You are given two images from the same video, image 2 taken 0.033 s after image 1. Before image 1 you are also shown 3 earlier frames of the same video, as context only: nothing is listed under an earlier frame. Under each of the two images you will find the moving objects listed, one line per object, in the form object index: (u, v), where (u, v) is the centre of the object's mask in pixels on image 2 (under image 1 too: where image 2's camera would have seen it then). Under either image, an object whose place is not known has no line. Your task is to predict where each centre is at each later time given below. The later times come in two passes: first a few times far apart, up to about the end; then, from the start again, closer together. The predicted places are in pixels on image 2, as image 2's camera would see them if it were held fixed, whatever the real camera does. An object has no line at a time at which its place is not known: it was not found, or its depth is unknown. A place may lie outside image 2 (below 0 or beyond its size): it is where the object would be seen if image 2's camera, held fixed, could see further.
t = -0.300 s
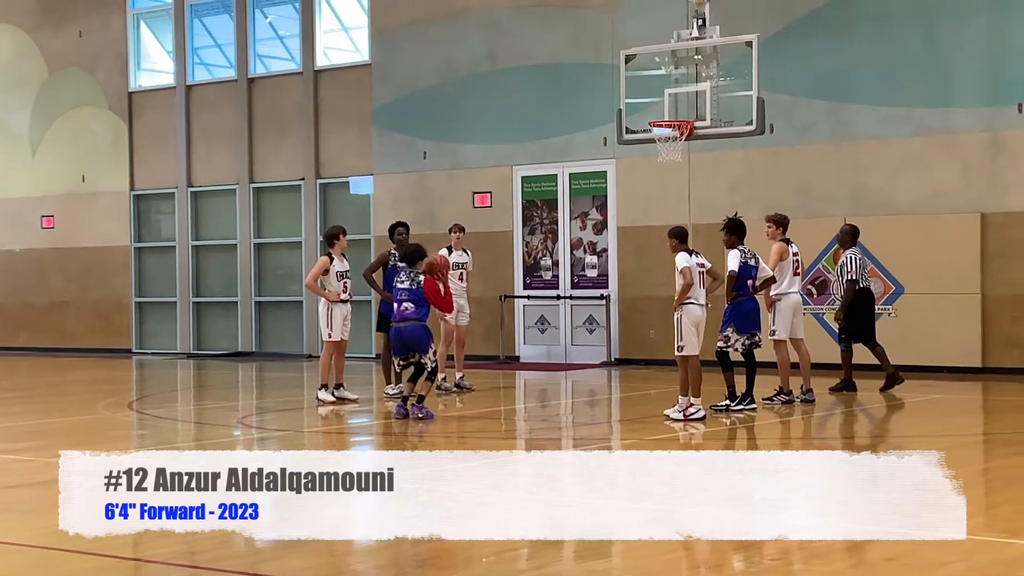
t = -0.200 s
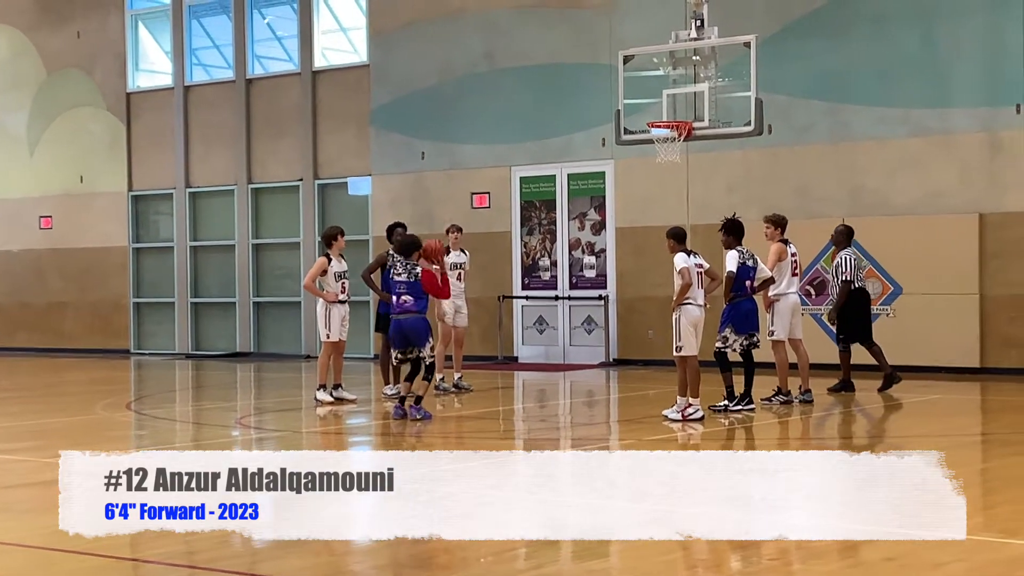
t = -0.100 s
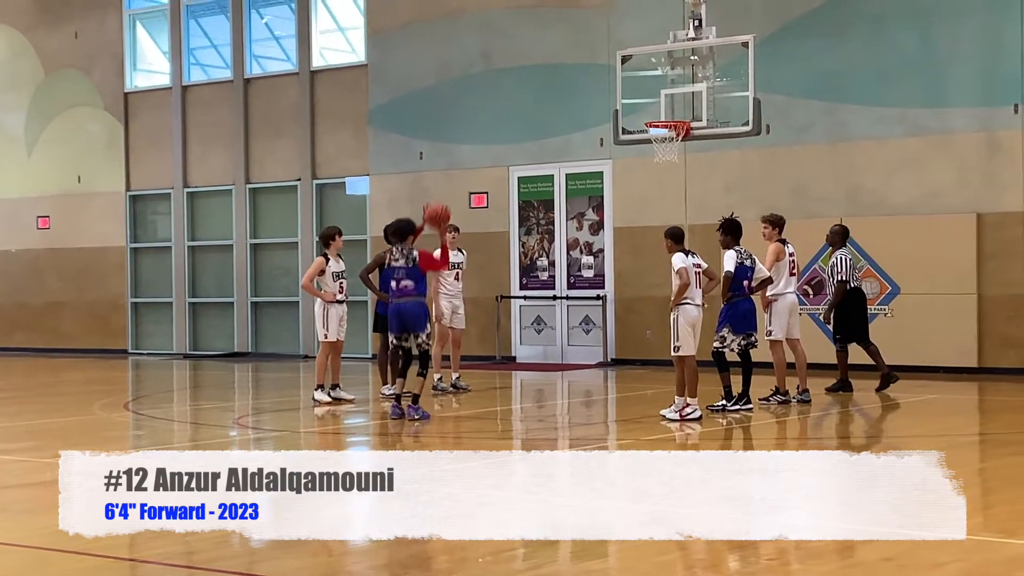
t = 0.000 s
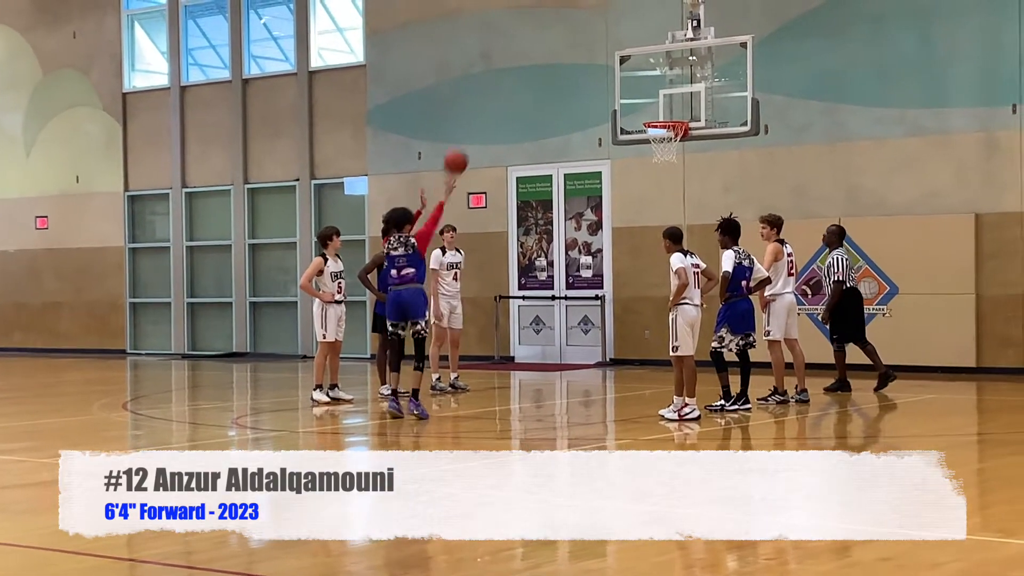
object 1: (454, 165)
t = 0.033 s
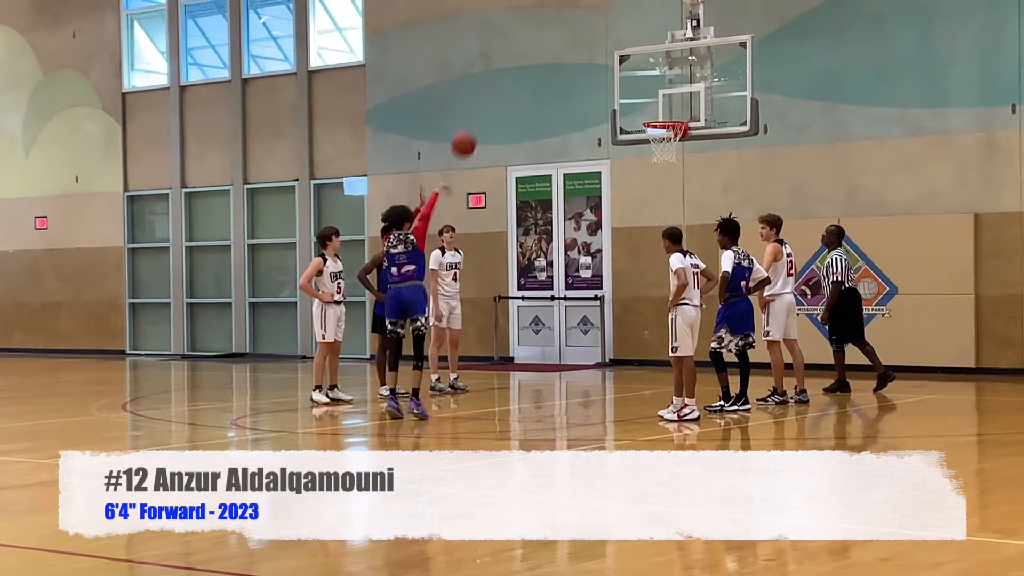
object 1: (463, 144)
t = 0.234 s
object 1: (514, 69)
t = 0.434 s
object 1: (560, 35)
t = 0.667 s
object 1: (607, 46)
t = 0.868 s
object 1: (644, 89)
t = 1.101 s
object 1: (675, 150)
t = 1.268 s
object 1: (688, 180)
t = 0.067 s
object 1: (473, 130)
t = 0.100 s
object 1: (480, 116)
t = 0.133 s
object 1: (488, 102)
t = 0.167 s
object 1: (497, 89)
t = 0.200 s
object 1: (505, 79)
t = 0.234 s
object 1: (514, 69)
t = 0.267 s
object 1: (521, 59)
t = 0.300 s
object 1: (530, 52)
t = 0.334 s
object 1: (538, 46)
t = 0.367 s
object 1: (545, 42)
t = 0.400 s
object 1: (553, 39)
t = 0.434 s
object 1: (560, 35)
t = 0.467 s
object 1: (567, 33)
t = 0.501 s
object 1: (574, 33)
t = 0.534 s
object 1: (581, 33)
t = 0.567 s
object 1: (588, 34)
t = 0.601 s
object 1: (594, 37)
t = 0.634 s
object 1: (601, 40)
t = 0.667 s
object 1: (607, 46)
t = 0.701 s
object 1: (613, 50)
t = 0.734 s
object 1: (620, 56)
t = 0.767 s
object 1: (626, 64)
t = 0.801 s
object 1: (632, 71)
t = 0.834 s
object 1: (637, 79)
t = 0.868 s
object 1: (644, 89)
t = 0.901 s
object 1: (648, 100)
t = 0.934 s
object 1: (654, 111)
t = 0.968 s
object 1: (661, 119)
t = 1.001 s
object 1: (665, 134)
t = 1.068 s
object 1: (672, 146)
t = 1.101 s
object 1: (675, 150)
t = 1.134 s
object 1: (679, 152)
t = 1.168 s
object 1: (681, 158)
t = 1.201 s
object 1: (683, 165)
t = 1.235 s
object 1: (685, 173)
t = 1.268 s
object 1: (688, 180)
